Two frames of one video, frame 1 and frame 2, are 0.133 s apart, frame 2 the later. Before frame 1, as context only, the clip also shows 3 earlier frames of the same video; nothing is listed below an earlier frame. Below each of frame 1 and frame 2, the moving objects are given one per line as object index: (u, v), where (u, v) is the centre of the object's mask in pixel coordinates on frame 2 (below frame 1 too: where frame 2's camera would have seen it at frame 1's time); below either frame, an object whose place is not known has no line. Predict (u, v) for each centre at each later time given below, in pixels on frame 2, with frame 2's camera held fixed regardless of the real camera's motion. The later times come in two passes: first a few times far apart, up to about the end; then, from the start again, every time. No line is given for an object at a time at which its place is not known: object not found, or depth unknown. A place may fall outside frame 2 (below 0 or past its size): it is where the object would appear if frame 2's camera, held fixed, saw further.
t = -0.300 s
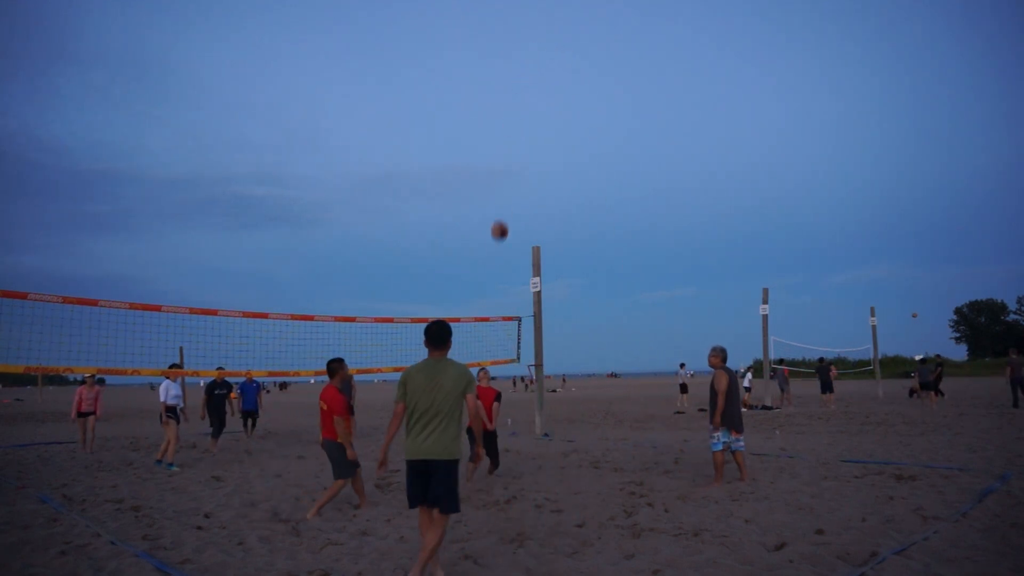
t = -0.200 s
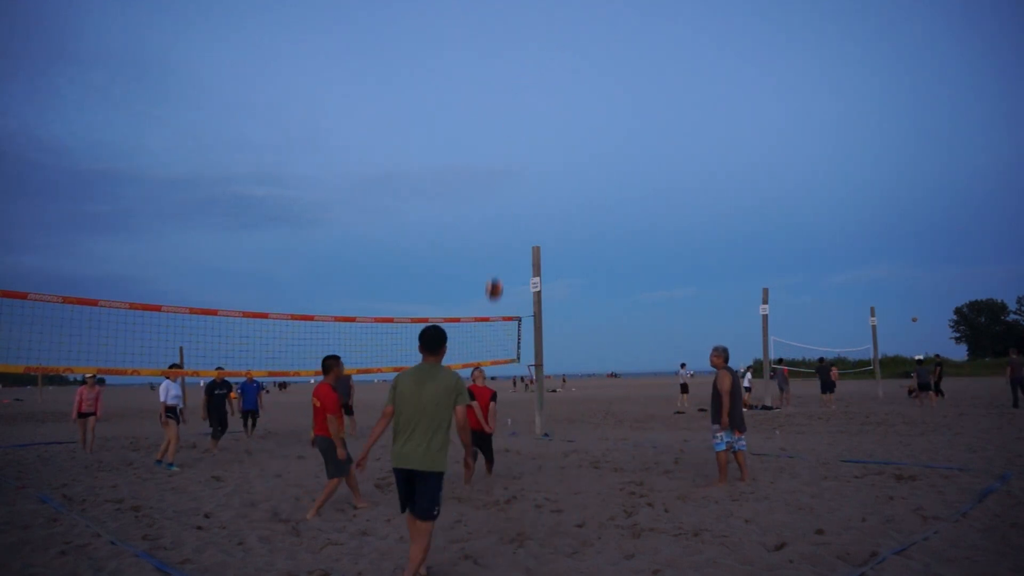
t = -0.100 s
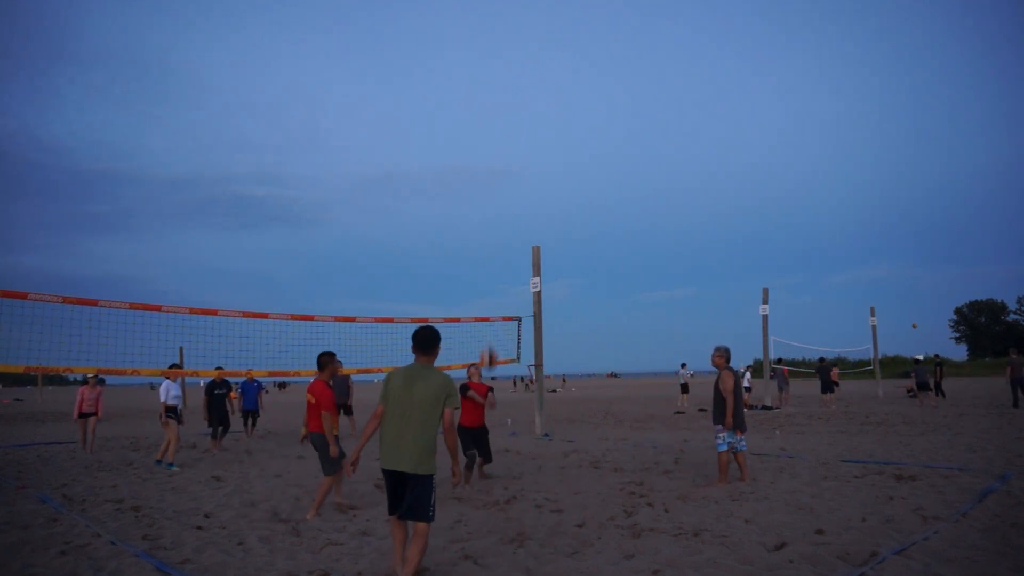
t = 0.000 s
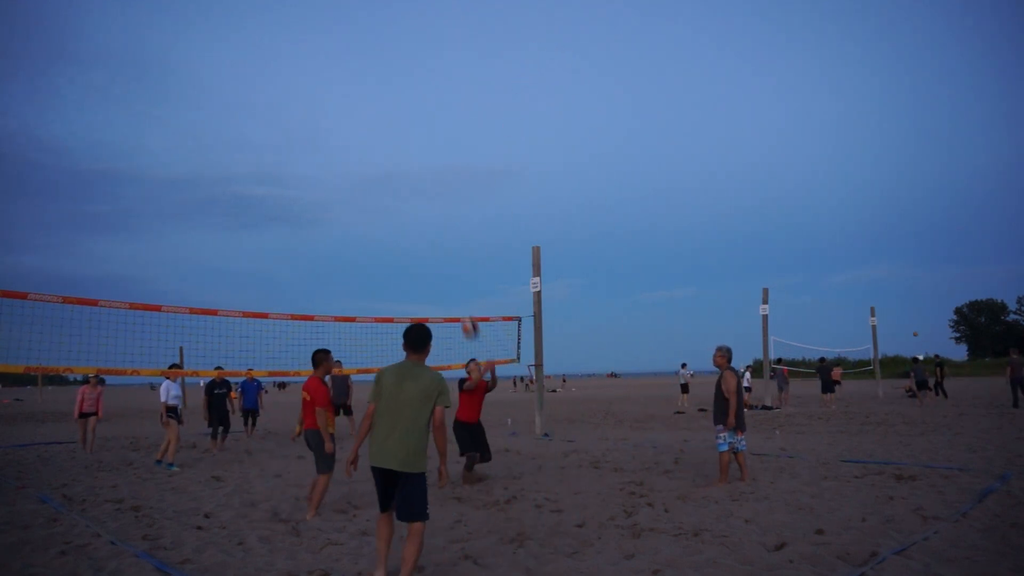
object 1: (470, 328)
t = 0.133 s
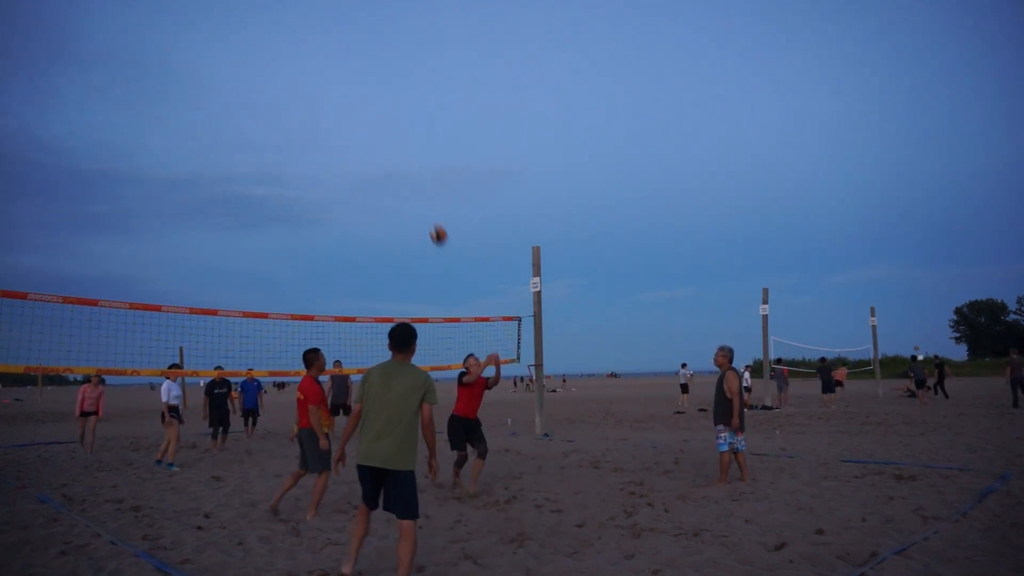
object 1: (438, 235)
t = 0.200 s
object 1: (424, 197)
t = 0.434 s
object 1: (381, 100)
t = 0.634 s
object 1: (350, 54)
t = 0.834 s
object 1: (323, 38)
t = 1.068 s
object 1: (293, 50)
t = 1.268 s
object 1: (269, 86)
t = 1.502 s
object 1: (243, 156)
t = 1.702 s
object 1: (222, 241)
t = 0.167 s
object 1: (431, 216)
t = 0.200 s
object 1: (424, 197)
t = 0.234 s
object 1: (418, 180)
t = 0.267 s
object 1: (411, 164)
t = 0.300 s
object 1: (405, 149)
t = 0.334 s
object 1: (398, 135)
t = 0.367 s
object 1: (392, 122)
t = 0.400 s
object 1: (387, 110)
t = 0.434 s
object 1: (381, 100)
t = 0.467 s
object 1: (376, 90)
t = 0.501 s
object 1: (370, 81)
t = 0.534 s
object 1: (365, 73)
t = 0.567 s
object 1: (360, 66)
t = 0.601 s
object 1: (355, 60)
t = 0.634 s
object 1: (350, 54)
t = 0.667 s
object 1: (345, 50)
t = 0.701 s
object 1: (341, 46)
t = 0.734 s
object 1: (336, 43)
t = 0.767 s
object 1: (332, 41)
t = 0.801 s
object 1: (327, 39)
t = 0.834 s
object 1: (323, 38)
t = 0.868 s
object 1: (318, 38)
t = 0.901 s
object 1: (314, 38)
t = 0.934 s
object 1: (310, 40)
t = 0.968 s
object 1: (305, 41)
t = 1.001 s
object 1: (301, 44)
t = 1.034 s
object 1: (297, 47)
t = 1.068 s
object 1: (293, 50)
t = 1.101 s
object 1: (289, 55)
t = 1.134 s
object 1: (285, 60)
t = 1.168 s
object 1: (281, 65)
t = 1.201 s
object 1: (277, 71)
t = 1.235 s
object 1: (273, 78)
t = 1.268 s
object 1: (269, 86)
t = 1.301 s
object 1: (266, 94)
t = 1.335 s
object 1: (262, 103)
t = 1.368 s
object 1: (258, 113)
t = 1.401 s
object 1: (254, 122)
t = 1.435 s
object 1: (250, 133)
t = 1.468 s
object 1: (247, 144)
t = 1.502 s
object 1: (243, 156)
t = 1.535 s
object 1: (240, 169)
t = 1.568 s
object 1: (236, 182)
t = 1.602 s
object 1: (233, 195)
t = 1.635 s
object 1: (229, 211)
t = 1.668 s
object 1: (226, 225)
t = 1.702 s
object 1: (222, 241)
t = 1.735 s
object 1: (219, 257)
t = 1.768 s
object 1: (216, 275)
